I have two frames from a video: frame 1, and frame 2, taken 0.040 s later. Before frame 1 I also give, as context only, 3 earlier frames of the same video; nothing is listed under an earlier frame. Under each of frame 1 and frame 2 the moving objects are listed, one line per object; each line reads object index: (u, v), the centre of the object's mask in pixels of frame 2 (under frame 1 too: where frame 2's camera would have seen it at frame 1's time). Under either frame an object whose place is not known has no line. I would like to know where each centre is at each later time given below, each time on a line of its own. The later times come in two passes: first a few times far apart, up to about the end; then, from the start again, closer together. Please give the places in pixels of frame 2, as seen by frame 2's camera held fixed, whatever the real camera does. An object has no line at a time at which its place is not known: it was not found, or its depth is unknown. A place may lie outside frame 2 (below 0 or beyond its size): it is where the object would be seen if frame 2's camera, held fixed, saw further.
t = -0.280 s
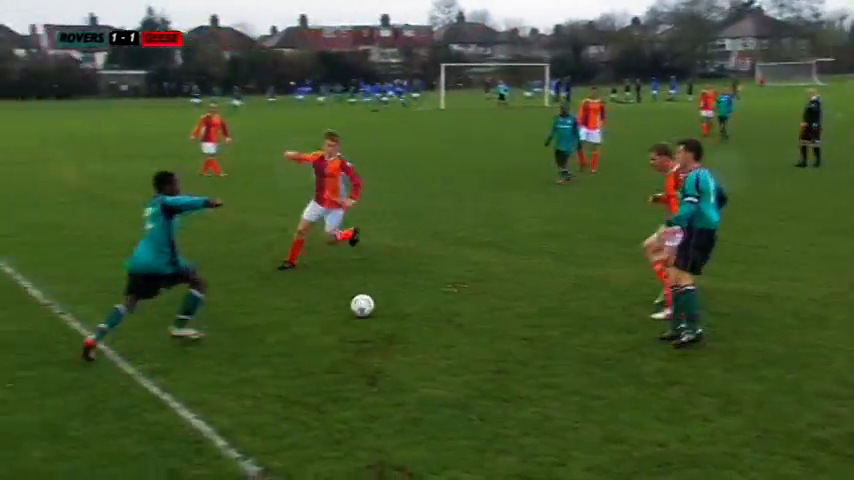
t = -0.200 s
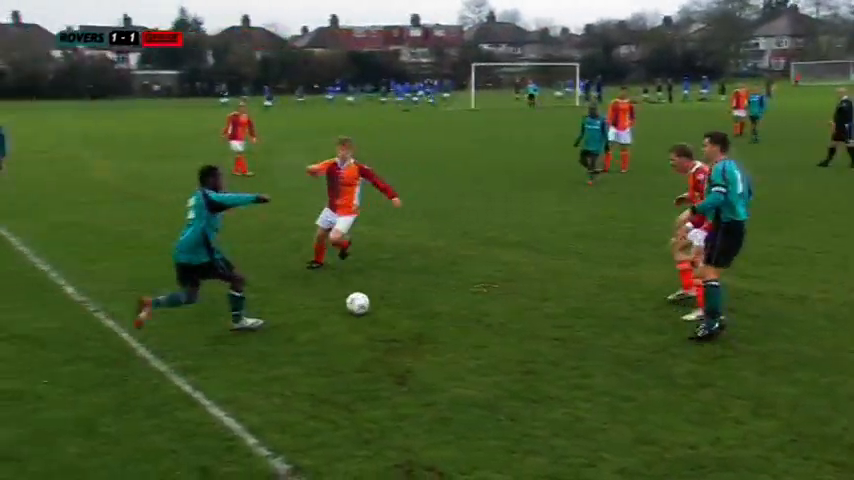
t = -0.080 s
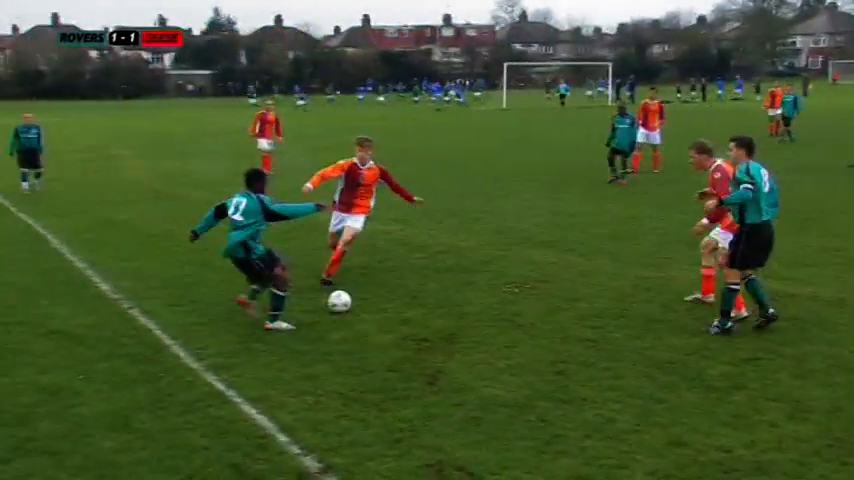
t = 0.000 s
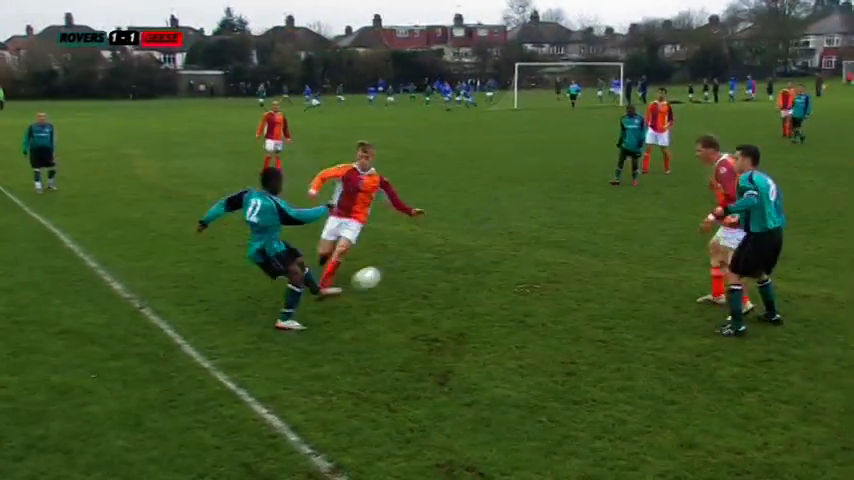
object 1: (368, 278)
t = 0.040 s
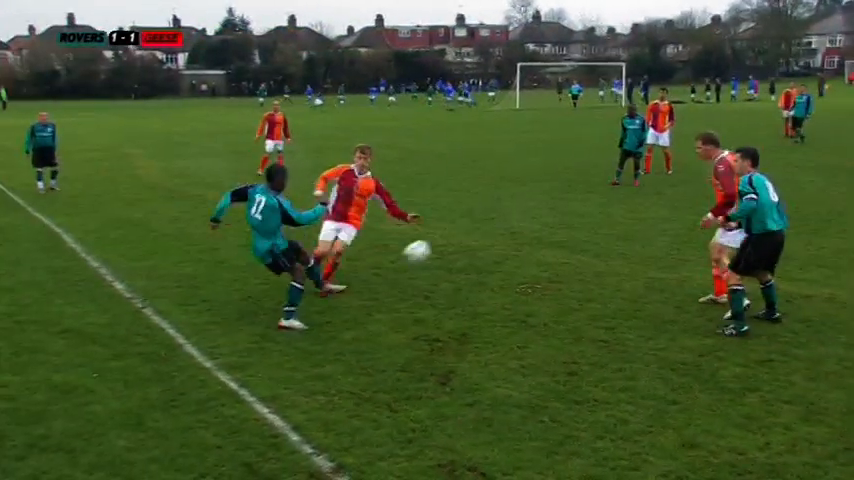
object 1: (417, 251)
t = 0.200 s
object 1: (596, 166)
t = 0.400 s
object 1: (787, 97)
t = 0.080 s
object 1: (464, 226)
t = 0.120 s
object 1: (509, 205)
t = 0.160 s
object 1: (553, 184)
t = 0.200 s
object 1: (596, 166)
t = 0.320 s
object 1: (714, 120)
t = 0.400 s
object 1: (787, 97)
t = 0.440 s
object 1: (823, 88)
